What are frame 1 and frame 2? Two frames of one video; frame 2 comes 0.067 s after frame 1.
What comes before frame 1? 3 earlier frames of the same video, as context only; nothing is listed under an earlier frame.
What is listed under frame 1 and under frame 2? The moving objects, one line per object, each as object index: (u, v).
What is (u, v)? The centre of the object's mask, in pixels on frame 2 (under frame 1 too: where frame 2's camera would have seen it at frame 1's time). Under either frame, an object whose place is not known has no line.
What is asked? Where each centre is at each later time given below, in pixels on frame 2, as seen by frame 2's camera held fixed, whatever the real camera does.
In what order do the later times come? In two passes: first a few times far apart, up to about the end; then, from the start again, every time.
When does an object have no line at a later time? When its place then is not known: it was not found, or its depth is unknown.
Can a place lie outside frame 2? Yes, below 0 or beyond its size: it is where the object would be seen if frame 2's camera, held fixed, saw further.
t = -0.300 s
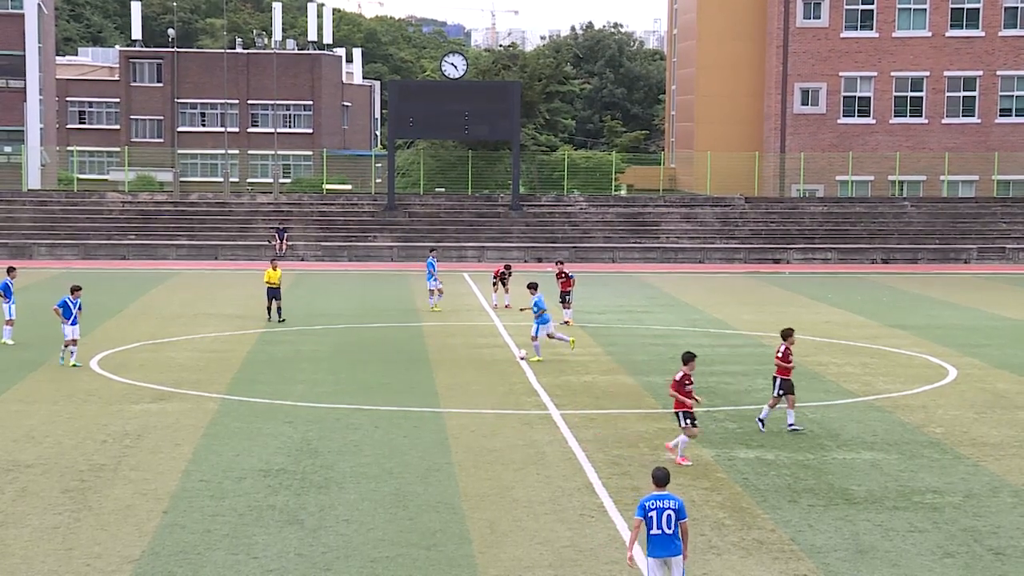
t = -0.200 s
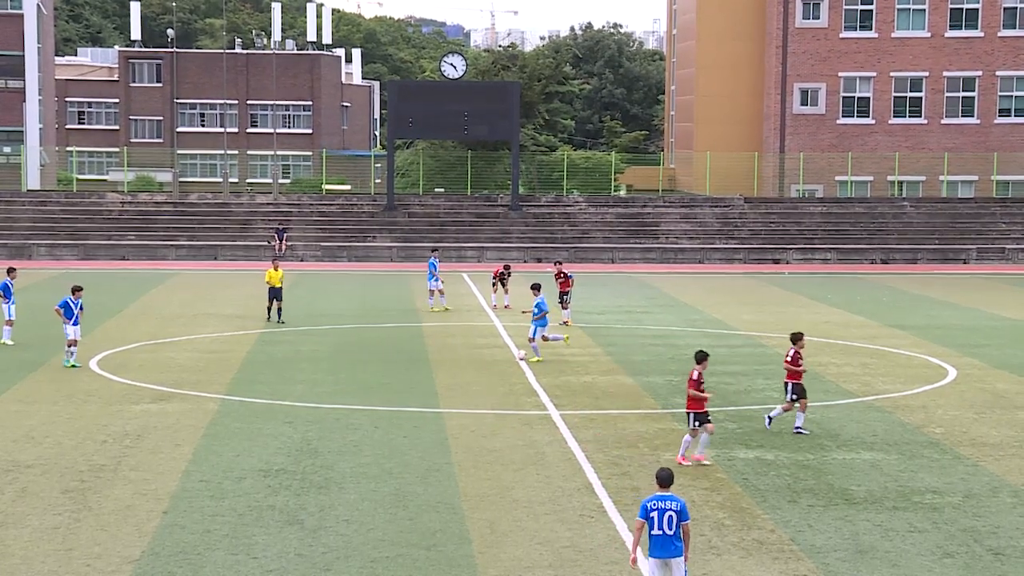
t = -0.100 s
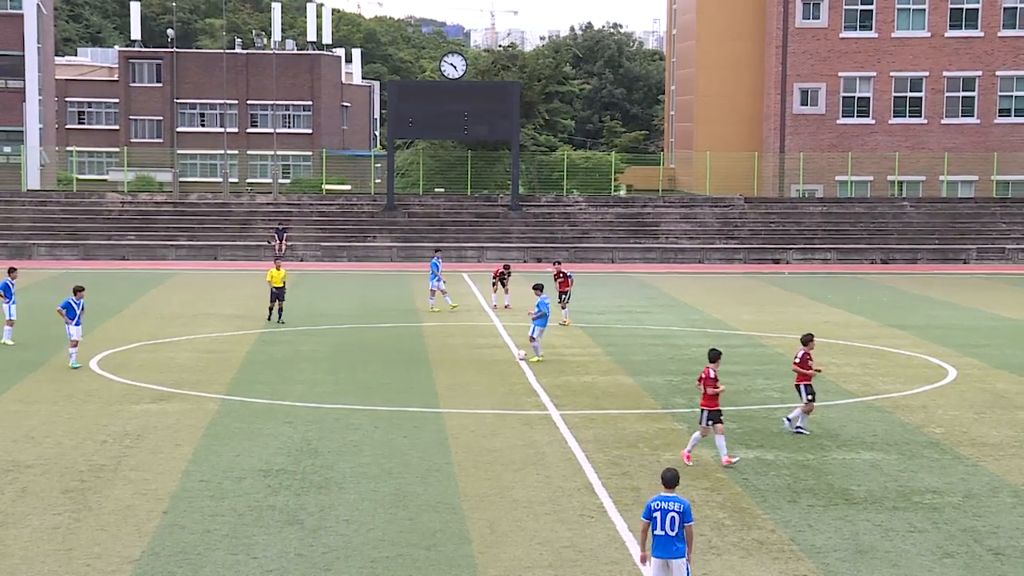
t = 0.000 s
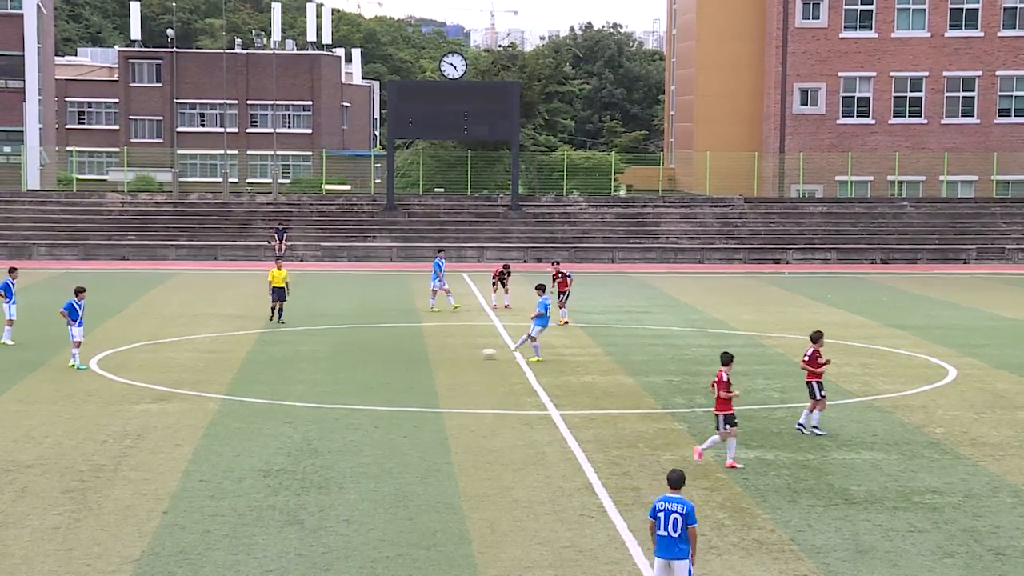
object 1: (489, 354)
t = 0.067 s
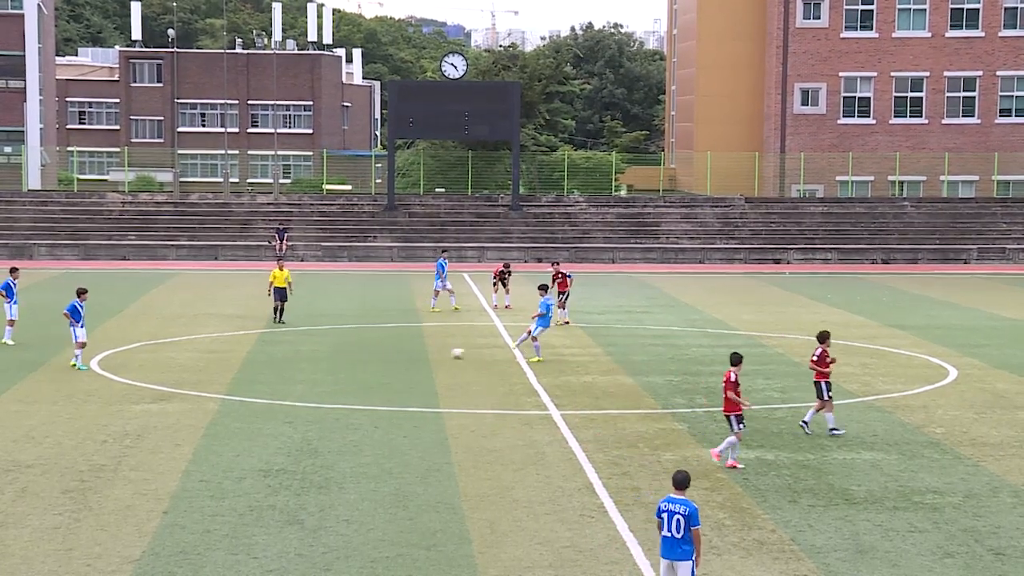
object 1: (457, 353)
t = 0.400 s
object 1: (317, 350)
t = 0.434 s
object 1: (305, 350)
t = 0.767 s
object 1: (198, 349)
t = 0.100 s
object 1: (442, 353)
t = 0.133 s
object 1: (428, 352)
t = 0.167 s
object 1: (413, 352)
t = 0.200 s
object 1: (399, 351)
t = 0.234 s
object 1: (384, 352)
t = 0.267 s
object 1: (370, 352)
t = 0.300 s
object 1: (357, 352)
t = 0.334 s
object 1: (344, 351)
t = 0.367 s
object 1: (332, 350)
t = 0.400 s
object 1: (317, 350)
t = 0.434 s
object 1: (305, 350)
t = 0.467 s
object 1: (293, 351)
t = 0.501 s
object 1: (282, 351)
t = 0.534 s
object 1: (271, 349)
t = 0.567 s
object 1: (260, 349)
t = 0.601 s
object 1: (250, 349)
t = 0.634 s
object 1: (239, 349)
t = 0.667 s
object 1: (228, 350)
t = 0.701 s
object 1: (217, 350)
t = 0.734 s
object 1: (207, 349)
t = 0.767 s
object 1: (198, 349)
